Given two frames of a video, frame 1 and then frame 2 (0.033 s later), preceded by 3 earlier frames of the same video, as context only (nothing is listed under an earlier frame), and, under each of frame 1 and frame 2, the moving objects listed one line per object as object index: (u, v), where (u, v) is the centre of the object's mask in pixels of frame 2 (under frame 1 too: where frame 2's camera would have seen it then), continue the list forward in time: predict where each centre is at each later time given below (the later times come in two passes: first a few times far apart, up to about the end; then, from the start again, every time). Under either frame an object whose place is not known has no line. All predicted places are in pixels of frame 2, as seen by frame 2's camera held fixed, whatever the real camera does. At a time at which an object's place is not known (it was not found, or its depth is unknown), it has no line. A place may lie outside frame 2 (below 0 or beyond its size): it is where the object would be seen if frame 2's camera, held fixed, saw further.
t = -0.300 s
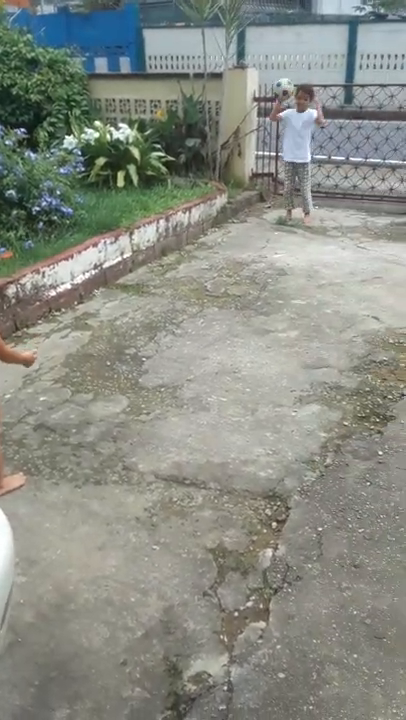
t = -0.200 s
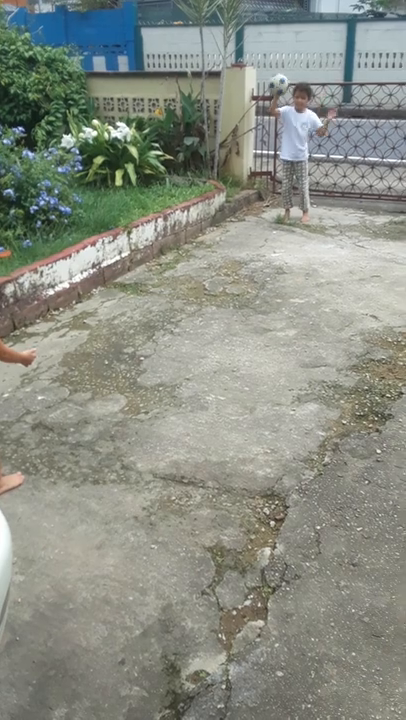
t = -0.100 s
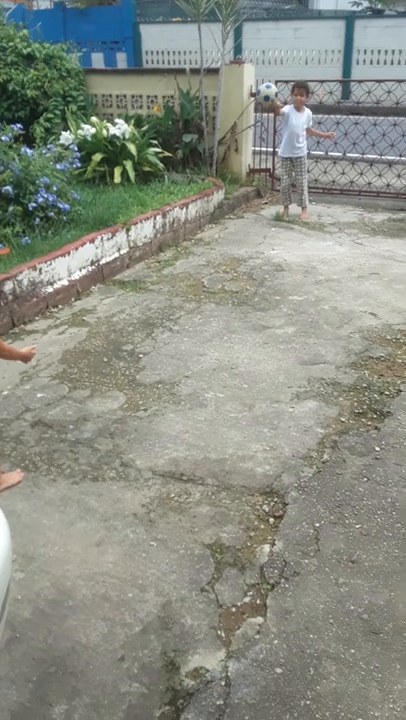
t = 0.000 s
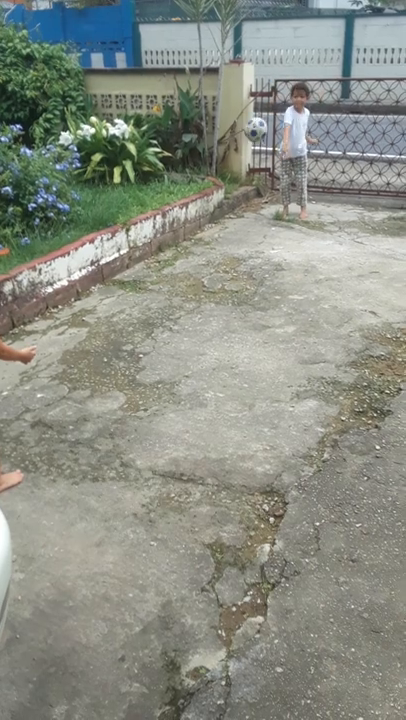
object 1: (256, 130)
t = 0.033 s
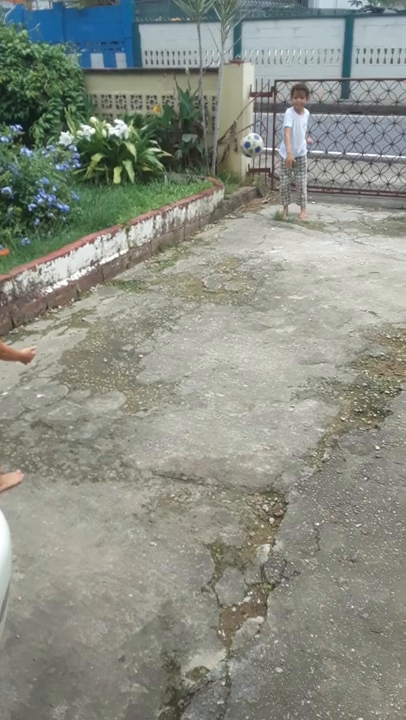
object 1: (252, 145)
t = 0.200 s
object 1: (231, 248)
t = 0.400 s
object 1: (215, 209)
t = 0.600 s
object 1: (197, 196)
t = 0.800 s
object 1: (177, 252)
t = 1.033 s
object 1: (152, 321)
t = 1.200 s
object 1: (127, 297)
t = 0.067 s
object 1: (248, 161)
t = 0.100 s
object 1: (244, 180)
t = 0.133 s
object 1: (239, 201)
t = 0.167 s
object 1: (235, 224)
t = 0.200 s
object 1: (231, 248)
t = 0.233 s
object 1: (228, 259)
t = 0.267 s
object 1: (225, 247)
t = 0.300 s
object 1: (224, 236)
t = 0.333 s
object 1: (220, 226)
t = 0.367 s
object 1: (218, 217)
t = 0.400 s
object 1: (215, 209)
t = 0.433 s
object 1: (213, 203)
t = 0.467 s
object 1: (210, 198)
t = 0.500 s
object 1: (207, 196)
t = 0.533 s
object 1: (205, 194)
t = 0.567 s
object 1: (203, 194)
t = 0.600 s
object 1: (197, 196)
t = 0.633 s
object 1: (193, 200)
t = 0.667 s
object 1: (190, 206)
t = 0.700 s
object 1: (187, 213)
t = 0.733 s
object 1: (184, 224)
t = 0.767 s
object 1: (180, 237)
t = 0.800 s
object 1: (177, 252)
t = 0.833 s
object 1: (174, 266)
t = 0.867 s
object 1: (171, 284)
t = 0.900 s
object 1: (167, 304)
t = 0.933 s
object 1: (164, 326)
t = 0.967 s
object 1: (160, 344)
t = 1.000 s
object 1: (156, 332)
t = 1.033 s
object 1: (152, 321)
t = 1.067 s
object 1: (147, 313)
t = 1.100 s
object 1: (142, 306)
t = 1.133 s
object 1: (137, 301)
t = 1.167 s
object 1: (132, 298)
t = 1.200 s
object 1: (127, 297)
